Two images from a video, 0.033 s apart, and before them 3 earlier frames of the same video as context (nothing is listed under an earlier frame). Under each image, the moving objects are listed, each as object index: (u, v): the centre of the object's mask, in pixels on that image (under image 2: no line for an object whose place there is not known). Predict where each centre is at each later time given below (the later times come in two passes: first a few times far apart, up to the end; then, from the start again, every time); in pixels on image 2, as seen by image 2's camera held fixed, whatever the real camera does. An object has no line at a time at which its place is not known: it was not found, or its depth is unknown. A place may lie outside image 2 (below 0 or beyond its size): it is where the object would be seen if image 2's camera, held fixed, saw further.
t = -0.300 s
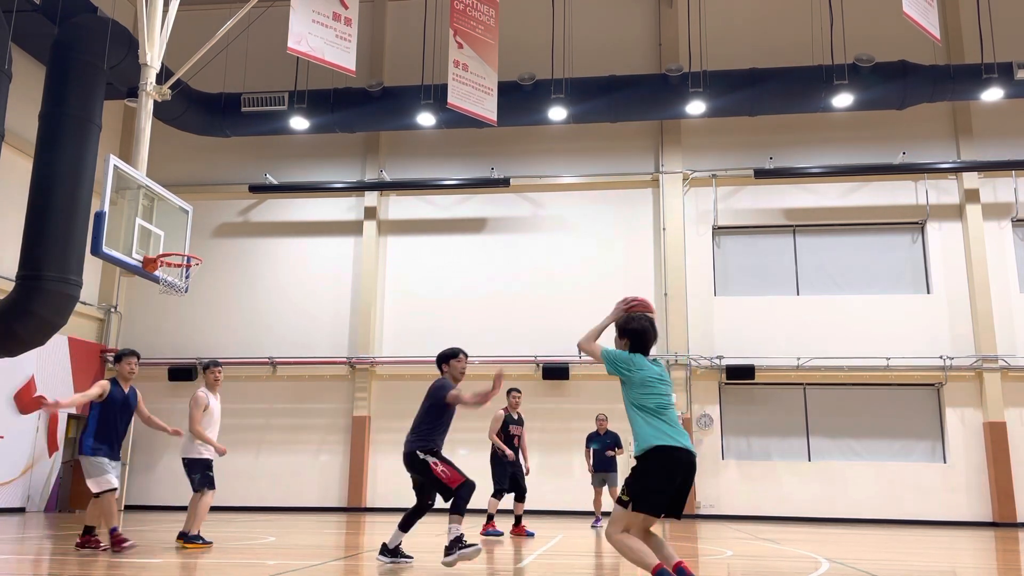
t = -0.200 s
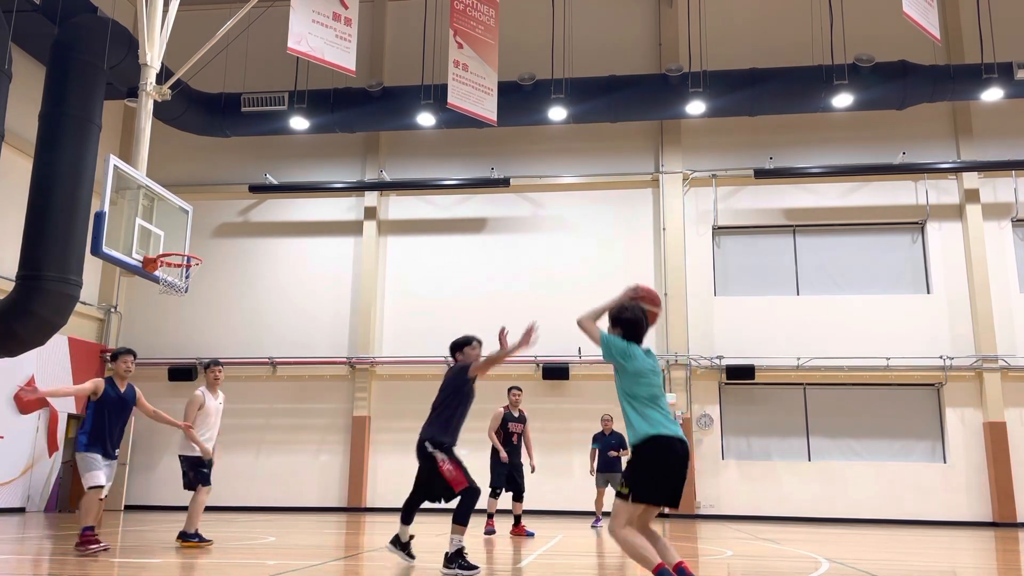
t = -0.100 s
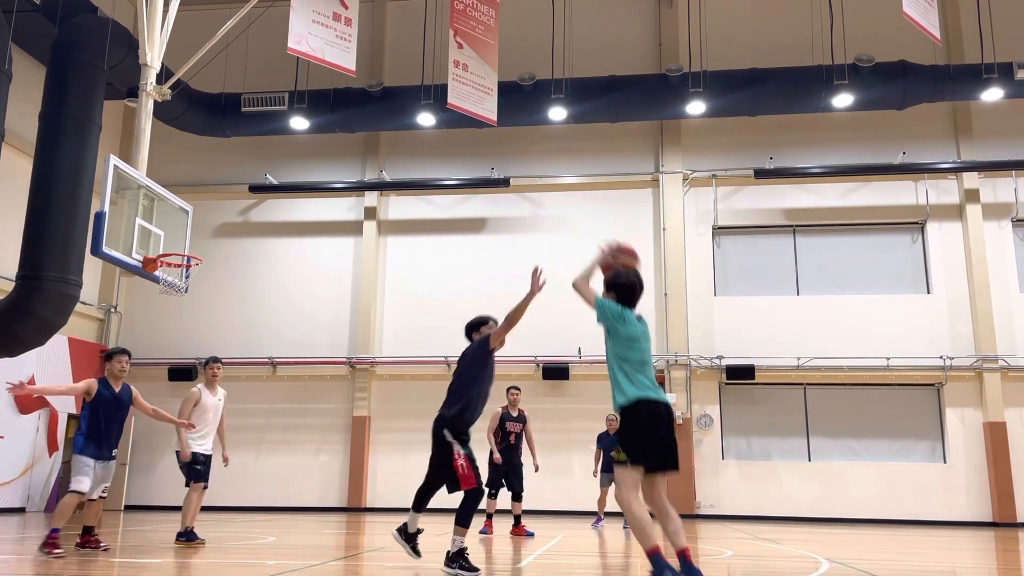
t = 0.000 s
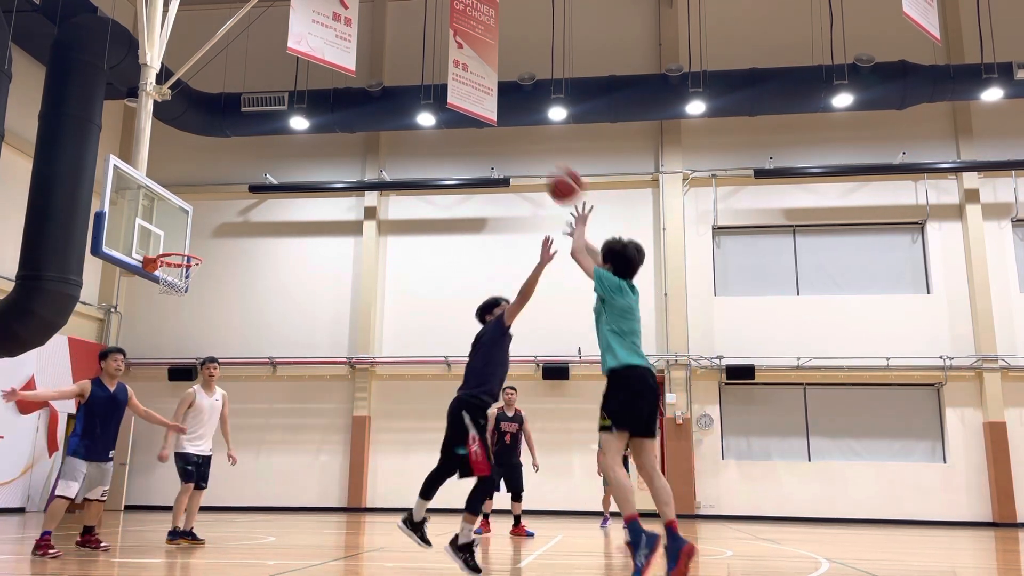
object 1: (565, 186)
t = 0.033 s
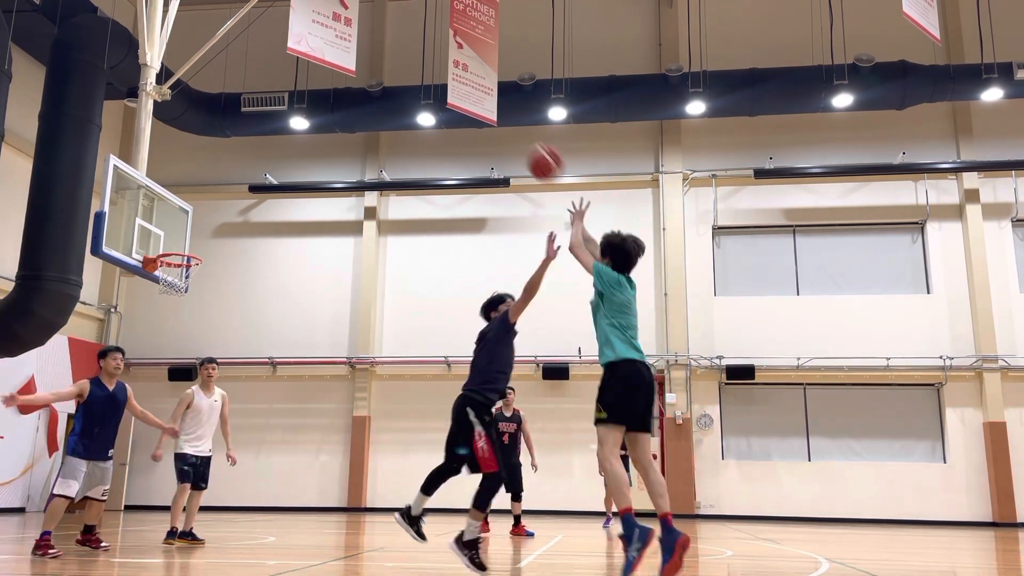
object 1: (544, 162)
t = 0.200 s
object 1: (461, 89)
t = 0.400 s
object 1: (383, 55)
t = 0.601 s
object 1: (317, 67)
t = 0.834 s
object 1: (253, 122)
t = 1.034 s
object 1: (202, 195)
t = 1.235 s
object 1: (171, 281)
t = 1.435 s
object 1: (200, 326)
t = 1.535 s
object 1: (214, 359)
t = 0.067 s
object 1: (527, 143)
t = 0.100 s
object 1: (510, 126)
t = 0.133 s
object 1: (493, 112)
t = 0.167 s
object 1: (476, 99)
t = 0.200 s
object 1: (461, 89)
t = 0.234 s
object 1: (445, 80)
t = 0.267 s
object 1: (433, 72)
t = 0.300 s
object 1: (419, 65)
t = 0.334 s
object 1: (406, 60)
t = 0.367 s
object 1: (394, 57)
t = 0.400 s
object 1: (383, 55)
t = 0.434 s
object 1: (371, 55)
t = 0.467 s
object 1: (360, 56)
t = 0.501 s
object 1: (349, 57)
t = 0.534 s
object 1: (337, 60)
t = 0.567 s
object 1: (328, 64)
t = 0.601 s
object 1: (317, 67)
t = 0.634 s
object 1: (307, 72)
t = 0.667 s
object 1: (298, 78)
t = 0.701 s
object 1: (289, 85)
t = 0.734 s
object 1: (279, 93)
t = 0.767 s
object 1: (270, 102)
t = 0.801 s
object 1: (261, 112)
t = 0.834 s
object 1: (253, 122)
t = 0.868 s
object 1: (244, 131)
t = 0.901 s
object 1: (236, 142)
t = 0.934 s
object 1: (227, 155)
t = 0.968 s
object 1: (219, 167)
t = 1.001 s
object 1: (211, 181)
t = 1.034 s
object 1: (202, 195)
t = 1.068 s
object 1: (195, 209)
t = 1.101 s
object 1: (186, 225)
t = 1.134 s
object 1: (178, 241)
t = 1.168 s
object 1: (170, 257)
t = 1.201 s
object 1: (169, 270)
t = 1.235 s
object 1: (171, 281)
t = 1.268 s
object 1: (176, 289)
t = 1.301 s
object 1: (181, 294)
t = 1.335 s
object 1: (186, 301)
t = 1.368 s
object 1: (190, 308)
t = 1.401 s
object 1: (195, 317)
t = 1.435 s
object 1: (200, 326)
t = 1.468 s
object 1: (205, 336)
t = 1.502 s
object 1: (209, 346)
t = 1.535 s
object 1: (214, 359)
